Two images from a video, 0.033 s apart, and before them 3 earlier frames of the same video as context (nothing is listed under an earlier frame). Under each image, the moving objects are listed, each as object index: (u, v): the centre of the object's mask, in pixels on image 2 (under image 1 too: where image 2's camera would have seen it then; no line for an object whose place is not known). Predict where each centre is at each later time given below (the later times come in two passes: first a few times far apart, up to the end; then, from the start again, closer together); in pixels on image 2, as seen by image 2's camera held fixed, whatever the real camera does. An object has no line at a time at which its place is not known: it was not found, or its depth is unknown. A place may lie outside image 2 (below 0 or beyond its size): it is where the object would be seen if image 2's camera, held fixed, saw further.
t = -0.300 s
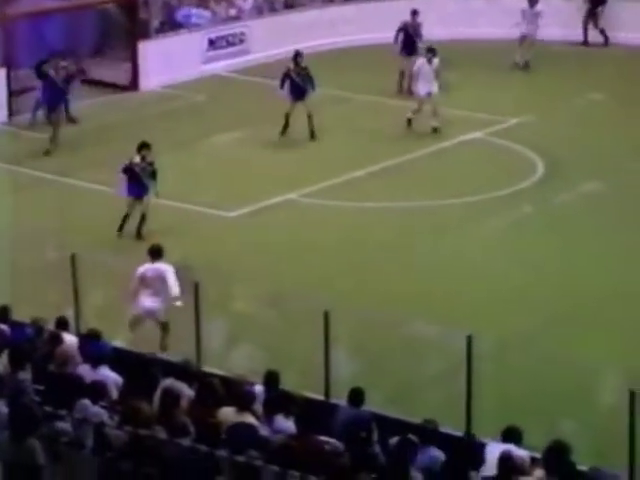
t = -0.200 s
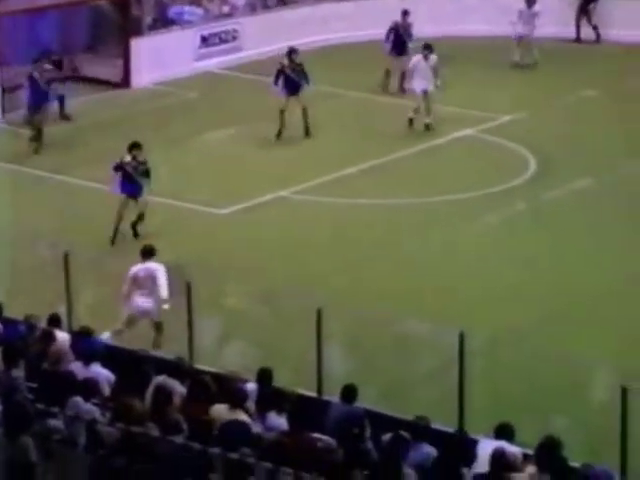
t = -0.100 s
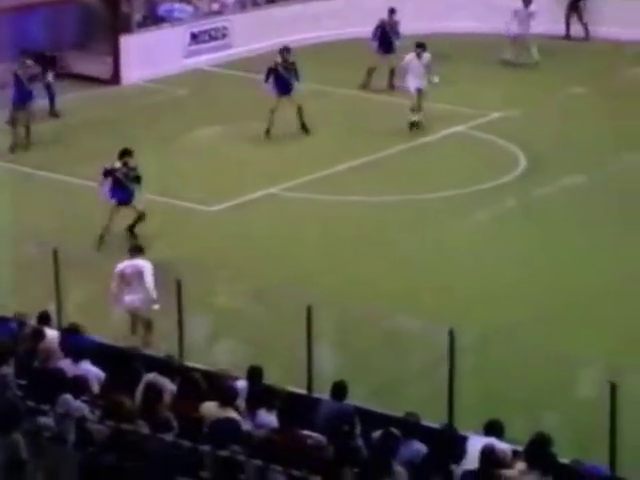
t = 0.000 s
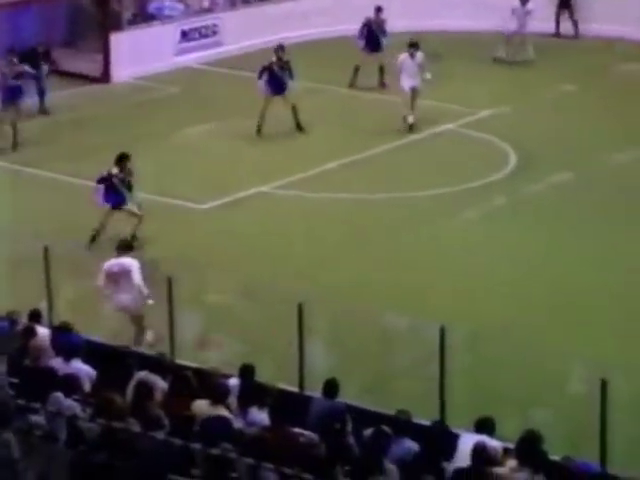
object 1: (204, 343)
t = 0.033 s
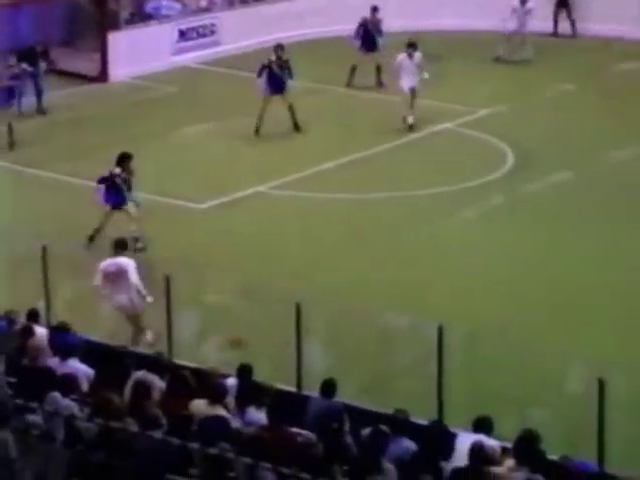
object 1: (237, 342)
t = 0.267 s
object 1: (387, 335)
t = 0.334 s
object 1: (427, 335)
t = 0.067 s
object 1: (254, 340)
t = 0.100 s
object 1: (279, 339)
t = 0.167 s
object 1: (327, 336)
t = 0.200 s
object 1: (346, 335)
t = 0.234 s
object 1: (367, 334)
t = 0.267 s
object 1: (387, 335)
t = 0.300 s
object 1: (407, 335)
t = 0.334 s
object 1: (427, 335)
